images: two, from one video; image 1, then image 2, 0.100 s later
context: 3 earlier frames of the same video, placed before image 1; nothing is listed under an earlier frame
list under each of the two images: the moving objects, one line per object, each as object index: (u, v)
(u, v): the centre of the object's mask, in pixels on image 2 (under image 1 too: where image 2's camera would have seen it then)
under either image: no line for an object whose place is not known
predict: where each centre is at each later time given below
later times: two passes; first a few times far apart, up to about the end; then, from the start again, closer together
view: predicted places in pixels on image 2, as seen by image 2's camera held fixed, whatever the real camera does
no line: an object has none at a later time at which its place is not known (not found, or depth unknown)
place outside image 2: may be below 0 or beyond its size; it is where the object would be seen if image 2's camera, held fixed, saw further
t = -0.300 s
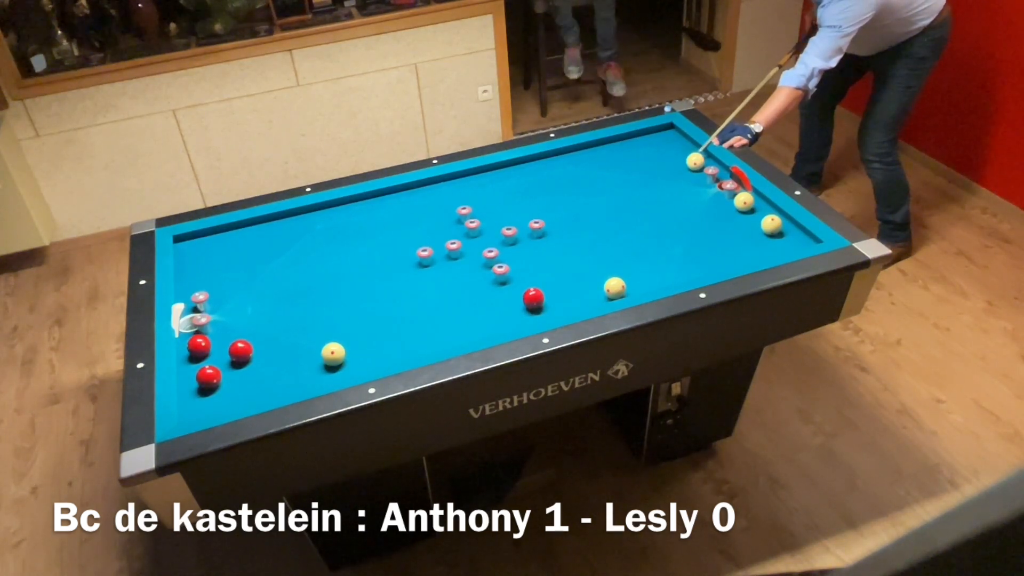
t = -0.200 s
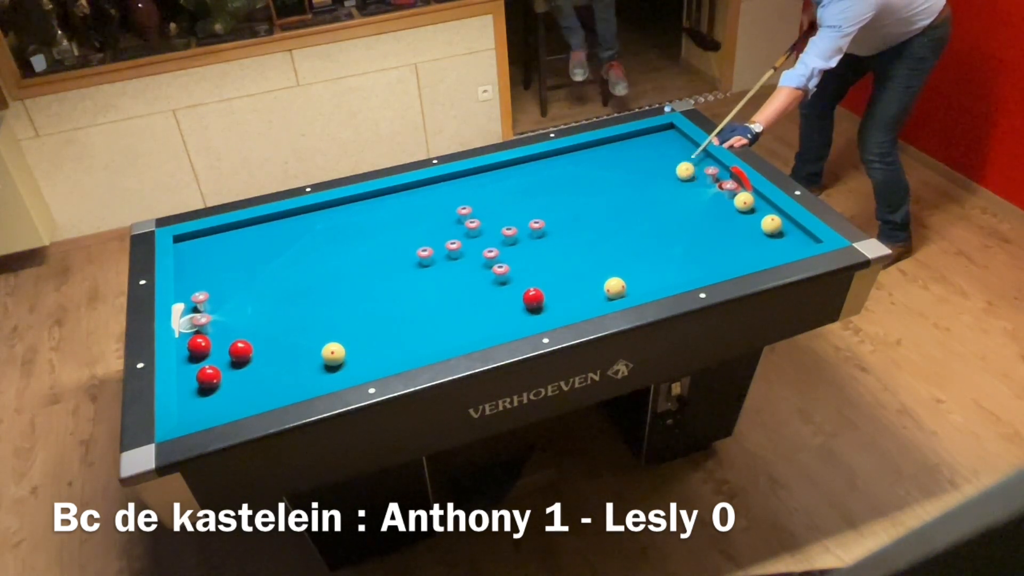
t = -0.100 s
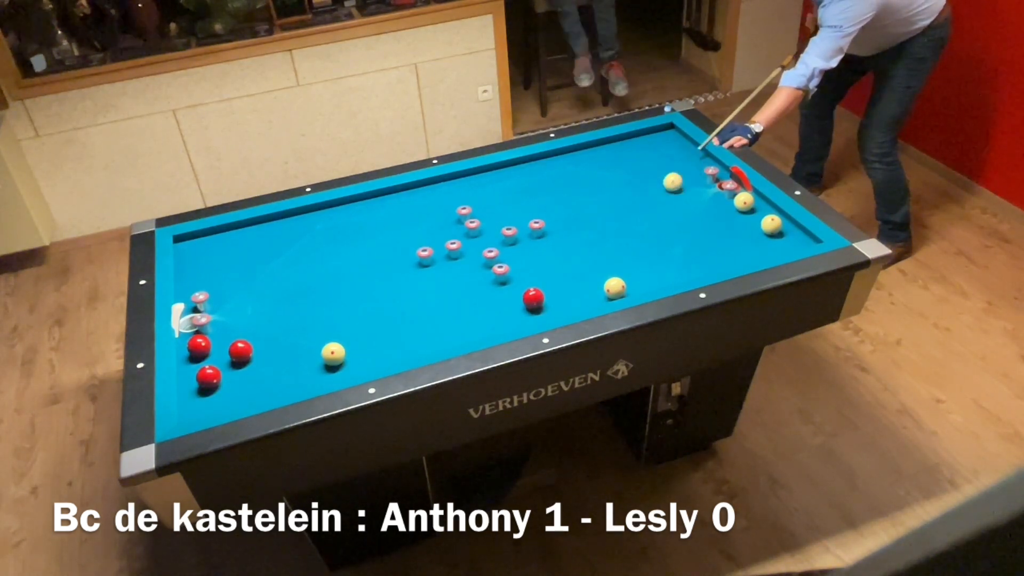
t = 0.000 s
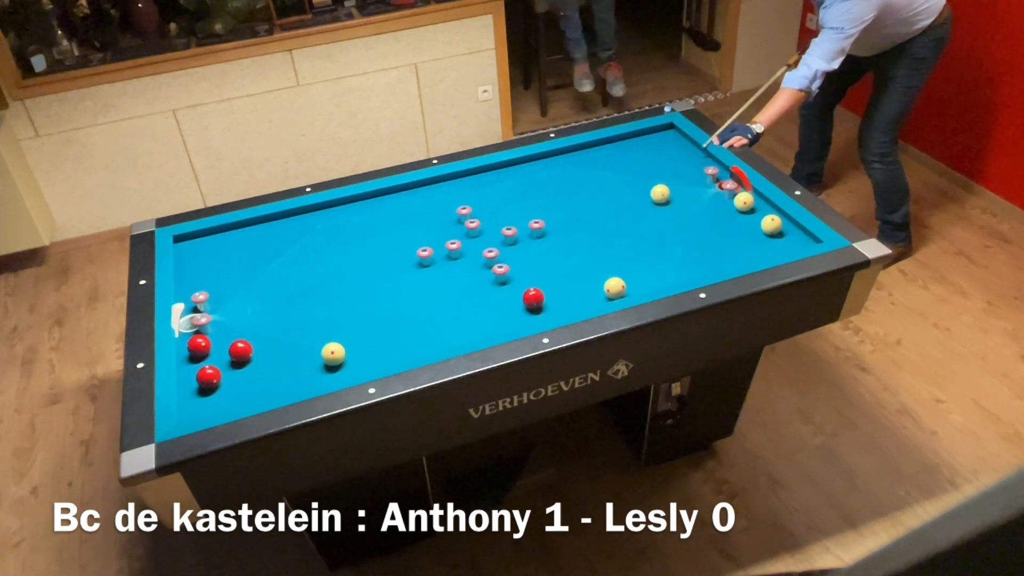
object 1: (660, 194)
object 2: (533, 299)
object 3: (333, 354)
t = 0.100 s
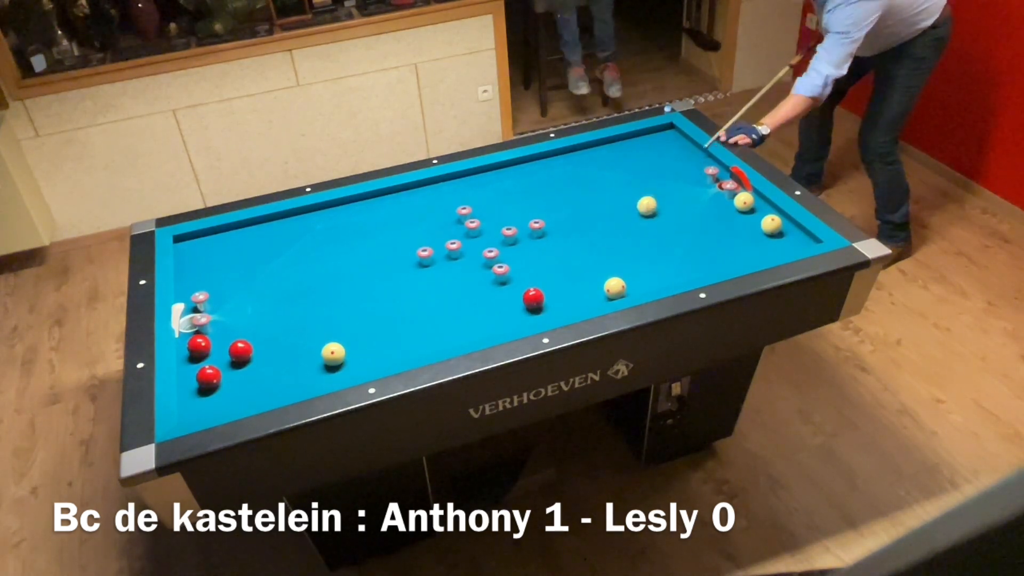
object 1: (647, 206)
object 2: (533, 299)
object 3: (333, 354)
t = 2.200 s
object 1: (460, 281)
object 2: (299, 381)
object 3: (333, 354)
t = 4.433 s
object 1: (360, 250)
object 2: (285, 372)
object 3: (333, 354)
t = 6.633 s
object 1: (326, 242)
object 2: (311, 363)
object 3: (346, 349)
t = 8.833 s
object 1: (327, 242)
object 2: (311, 363)
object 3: (346, 349)
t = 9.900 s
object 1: (326, 242)
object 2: (311, 363)
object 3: (346, 349)
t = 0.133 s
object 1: (643, 210)
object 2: (533, 299)
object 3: (333, 354)
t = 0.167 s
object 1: (638, 214)
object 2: (533, 299)
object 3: (333, 354)
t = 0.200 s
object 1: (633, 219)
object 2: (533, 299)
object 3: (333, 354)
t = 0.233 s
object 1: (629, 223)
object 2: (533, 299)
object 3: (333, 354)
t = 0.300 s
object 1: (619, 232)
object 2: (533, 299)
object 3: (333, 354)
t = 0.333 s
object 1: (614, 236)
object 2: (533, 299)
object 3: (333, 354)
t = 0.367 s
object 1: (610, 240)
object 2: (533, 299)
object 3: (333, 354)
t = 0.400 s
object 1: (605, 245)
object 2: (533, 299)
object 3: (333, 354)
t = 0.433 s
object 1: (600, 250)
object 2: (533, 299)
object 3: (333, 354)
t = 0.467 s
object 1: (595, 254)
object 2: (533, 299)
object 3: (333, 354)
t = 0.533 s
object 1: (584, 264)
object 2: (533, 299)
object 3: (333, 354)
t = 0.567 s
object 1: (579, 269)
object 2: (533, 299)
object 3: (333, 354)
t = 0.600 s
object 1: (574, 273)
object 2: (533, 299)
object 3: (333, 354)
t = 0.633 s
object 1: (569, 279)
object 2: (533, 299)
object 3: (333, 354)
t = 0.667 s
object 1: (563, 283)
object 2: (533, 299)
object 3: (333, 354)
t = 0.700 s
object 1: (558, 289)
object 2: (533, 299)
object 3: (333, 354)
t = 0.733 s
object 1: (554, 293)
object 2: (532, 300)
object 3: (333, 354)
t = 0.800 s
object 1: (556, 299)
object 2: (519, 304)
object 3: (333, 354)
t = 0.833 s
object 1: (556, 301)
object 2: (513, 306)
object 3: (333, 354)
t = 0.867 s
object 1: (556, 305)
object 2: (508, 308)
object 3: (333, 354)
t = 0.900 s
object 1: (556, 306)
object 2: (503, 310)
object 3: (333, 354)
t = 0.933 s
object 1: (555, 308)
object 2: (498, 312)
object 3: (333, 354)
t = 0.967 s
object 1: (554, 309)
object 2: (493, 314)
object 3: (333, 354)
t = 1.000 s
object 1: (551, 309)
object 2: (488, 316)
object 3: (333, 354)
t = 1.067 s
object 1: (545, 308)
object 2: (477, 320)
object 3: (333, 354)
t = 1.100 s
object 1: (543, 308)
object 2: (472, 321)
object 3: (333, 354)
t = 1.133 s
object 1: (540, 308)
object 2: (467, 324)
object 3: (333, 354)
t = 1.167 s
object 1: (537, 306)
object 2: (462, 326)
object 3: (333, 354)
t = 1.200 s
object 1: (534, 305)
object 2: (457, 327)
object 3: (333, 354)
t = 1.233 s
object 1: (531, 304)
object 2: (451, 330)
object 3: (333, 354)
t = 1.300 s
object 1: (526, 302)
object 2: (441, 333)
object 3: (333, 354)
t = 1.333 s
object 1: (523, 302)
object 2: (436, 335)
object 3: (333, 354)
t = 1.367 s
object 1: (520, 301)
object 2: (431, 337)
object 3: (333, 354)
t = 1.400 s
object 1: (518, 300)
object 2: (425, 339)
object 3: (333, 354)
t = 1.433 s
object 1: (515, 299)
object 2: (420, 341)
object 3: (333, 354)
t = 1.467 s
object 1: (512, 298)
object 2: (415, 342)
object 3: (333, 354)
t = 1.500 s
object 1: (510, 297)
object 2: (410, 344)
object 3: (333, 354)
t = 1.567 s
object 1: (505, 296)
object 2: (399, 348)
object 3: (333, 354)
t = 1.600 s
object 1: (502, 295)
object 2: (394, 350)
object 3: (333, 354)
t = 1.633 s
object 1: (499, 294)
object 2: (388, 352)
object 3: (333, 354)
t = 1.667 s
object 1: (497, 293)
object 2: (383, 354)
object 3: (333, 354)
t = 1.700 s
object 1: (494, 292)
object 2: (378, 356)
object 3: (333, 354)
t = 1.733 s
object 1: (492, 291)
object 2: (372, 358)
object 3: (333, 354)
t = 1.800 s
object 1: (487, 290)
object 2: (362, 361)
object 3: (333, 354)
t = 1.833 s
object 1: (485, 289)
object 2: (357, 363)
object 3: (333, 354)
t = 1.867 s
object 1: (482, 288)
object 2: (351, 365)
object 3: (333, 354)
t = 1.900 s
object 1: (480, 288)
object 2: (346, 367)
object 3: (333, 353)
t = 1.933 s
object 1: (478, 287)
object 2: (340, 368)
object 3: (333, 353)
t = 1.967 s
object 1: (475, 286)
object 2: (335, 370)
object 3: (333, 352)
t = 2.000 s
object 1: (473, 285)
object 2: (330, 372)
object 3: (333, 353)
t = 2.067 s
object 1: (469, 284)
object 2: (319, 376)
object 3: (333, 354)
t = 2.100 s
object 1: (467, 283)
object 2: (314, 377)
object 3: (333, 354)
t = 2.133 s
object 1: (464, 282)
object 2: (309, 378)
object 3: (333, 354)
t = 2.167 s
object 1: (462, 282)
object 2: (304, 379)
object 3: (333, 354)
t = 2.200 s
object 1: (460, 281)
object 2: (299, 381)
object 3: (333, 354)
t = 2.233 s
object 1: (458, 280)
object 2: (294, 382)
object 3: (333, 354)
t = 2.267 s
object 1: (456, 279)
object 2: (289, 383)
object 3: (333, 354)
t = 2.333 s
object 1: (452, 278)
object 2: (279, 385)
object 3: (333, 354)
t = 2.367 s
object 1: (450, 278)
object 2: (274, 386)
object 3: (333, 354)
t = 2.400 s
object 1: (448, 277)
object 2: (269, 387)
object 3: (333, 354)
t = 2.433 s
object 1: (446, 276)
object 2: (264, 389)
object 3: (333, 354)
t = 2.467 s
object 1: (444, 276)
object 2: (259, 390)
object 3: (333, 354)
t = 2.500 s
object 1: (442, 275)
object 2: (255, 391)
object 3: (333, 354)
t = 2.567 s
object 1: (438, 274)
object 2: (245, 394)
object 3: (333, 354)
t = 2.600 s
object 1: (436, 273)
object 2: (240, 395)
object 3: (333, 354)
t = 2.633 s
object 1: (434, 273)
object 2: (235, 396)
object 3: (333, 354)
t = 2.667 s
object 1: (433, 272)
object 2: (230, 396)
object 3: (333, 354)
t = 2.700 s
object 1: (431, 271)
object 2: (225, 398)
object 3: (333, 354)
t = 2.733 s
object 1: (429, 271)
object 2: (221, 399)
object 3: (333, 354)
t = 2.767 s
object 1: (427, 270)
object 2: (216, 401)
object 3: (333, 354)
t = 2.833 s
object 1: (424, 269)
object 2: (206, 402)
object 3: (333, 354)
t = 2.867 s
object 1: (422, 268)
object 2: (202, 403)
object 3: (333, 354)
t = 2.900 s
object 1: (420, 268)
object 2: (197, 405)
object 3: (333, 354)
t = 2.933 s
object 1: (419, 267)
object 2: (193, 405)
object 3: (333, 354)
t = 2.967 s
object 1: (417, 267)
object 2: (193, 405)
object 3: (333, 354)
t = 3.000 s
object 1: (415, 267)
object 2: (196, 404)
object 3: (333, 354)
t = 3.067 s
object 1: (412, 266)
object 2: (201, 401)
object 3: (333, 354)
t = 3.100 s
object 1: (411, 265)
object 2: (204, 402)
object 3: (333, 354)
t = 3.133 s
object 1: (409, 265)
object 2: (206, 400)
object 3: (333, 354)
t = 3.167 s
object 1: (408, 264)
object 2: (209, 399)
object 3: (333, 354)
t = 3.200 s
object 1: (406, 264)
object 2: (211, 398)
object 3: (333, 354)
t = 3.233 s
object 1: (404, 263)
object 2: (214, 397)
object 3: (333, 354)
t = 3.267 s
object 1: (403, 263)
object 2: (216, 396)
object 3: (333, 354)
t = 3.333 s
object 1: (400, 262)
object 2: (221, 395)
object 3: (333, 354)
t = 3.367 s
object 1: (399, 261)
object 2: (223, 394)
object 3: (333, 354)
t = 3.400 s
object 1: (397, 261)
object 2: (226, 394)
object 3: (333, 354)
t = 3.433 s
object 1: (396, 260)
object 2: (228, 392)
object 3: (333, 354)
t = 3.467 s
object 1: (394, 260)
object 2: (230, 392)
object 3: (333, 354)
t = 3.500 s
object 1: (393, 259)
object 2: (233, 391)
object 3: (333, 354)
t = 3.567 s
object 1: (390, 259)
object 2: (237, 389)
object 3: (333, 354)
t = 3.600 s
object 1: (389, 258)
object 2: (239, 388)
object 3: (333, 354)
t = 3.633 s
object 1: (388, 258)
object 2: (241, 388)
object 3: (333, 354)
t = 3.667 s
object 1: (386, 257)
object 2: (243, 387)
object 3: (333, 354)
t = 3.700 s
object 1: (385, 257)
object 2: (245, 386)
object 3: (333, 354)
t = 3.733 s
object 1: (383, 257)
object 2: (248, 385)
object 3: (333, 354)
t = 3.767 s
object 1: (382, 256)
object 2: (250, 384)
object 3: (333, 354)
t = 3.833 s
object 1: (380, 256)
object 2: (253, 383)
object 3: (333, 354)
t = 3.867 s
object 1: (379, 255)
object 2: (256, 383)
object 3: (333, 354)
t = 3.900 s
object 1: (377, 255)
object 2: (257, 382)
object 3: (333, 354)
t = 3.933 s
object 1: (376, 255)
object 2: (259, 381)
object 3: (333, 354)
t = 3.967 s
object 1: (375, 254)
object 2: (261, 380)
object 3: (333, 354)
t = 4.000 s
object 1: (374, 254)
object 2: (263, 379)
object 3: (333, 354)
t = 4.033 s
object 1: (373, 254)
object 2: (265, 379)
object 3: (333, 354)
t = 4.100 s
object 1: (370, 253)
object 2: (268, 378)
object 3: (333, 354)
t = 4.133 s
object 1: (369, 253)
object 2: (270, 377)
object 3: (333, 354)
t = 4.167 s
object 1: (368, 252)
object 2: (272, 376)
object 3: (333, 354)
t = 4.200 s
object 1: (367, 252)
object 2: (274, 375)
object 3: (333, 354)
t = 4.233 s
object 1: (366, 252)
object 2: (275, 375)
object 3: (333, 354)
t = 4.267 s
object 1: (365, 251)
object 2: (277, 375)
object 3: (333, 354)
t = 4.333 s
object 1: (363, 251)
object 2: (280, 373)
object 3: (333, 354)
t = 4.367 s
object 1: (362, 251)
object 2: (282, 373)
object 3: (333, 354)
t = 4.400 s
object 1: (361, 251)
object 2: (284, 372)
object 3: (333, 354)
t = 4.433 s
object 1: (360, 250)
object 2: (285, 372)
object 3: (333, 354)
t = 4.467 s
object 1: (359, 250)
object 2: (287, 371)
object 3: (333, 354)
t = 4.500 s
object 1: (358, 250)
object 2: (288, 371)
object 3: (333, 354)
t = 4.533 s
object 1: (357, 250)
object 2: (290, 370)
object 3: (333, 354)
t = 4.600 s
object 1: (355, 249)
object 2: (292, 370)
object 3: (333, 354)
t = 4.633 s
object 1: (354, 249)
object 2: (294, 369)
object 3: (333, 354)
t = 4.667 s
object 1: (354, 249)
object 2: (295, 368)
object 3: (333, 354)
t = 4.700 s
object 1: (353, 248)
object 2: (297, 368)
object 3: (333, 354)
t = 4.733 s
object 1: (352, 248)
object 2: (298, 367)
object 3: (333, 354)
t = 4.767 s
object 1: (351, 248)
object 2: (299, 367)
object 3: (333, 354)
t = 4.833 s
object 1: (349, 248)
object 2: (302, 366)
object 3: (333, 354)
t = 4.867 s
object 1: (349, 247)
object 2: (303, 365)
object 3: (333, 354)
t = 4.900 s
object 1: (348, 247)
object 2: (304, 365)
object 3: (333, 354)
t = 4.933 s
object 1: (347, 247)
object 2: (306, 364)
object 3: (333, 354)
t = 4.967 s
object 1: (346, 247)
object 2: (307, 364)
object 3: (333, 354)
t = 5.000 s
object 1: (345, 247)
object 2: (308, 364)
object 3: (333, 354)
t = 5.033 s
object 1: (345, 246)
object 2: (309, 363)
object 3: (333, 354)
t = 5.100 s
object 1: (344, 246)
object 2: (311, 363)
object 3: (334, 354)
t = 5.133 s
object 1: (343, 246)
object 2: (311, 363)
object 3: (335, 353)
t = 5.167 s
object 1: (342, 245)
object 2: (311, 363)
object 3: (335, 353)
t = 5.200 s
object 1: (342, 245)
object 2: (311, 363)
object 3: (336, 353)
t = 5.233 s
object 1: (341, 245)
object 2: (311, 363)
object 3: (336, 353)
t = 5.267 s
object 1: (340, 245)
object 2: (311, 363)
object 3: (337, 353)
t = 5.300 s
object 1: (340, 245)
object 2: (311, 363)
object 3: (337, 352)
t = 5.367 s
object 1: (339, 245)
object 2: (311, 363)
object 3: (339, 352)
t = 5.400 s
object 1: (338, 244)
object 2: (311, 363)
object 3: (339, 352)
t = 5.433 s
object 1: (337, 244)
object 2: (311, 363)
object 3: (340, 352)
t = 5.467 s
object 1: (337, 244)
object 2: (311, 363)
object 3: (340, 351)
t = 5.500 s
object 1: (336, 244)
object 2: (311, 363)
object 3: (340, 351)
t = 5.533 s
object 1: (336, 244)
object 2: (311, 363)
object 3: (341, 351)
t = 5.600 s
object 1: (335, 244)
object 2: (311, 363)
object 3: (342, 351)
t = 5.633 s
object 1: (334, 244)
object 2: (311, 363)
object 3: (342, 351)
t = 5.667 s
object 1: (334, 243)
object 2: (311, 363)
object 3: (342, 350)
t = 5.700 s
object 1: (333, 244)
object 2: (311, 363)
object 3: (343, 350)
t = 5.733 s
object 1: (333, 243)
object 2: (311, 363)
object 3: (343, 350)
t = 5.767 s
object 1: (333, 243)
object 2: (311, 363)
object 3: (343, 350)
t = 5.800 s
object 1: (332, 243)
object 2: (311, 363)
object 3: (344, 350)
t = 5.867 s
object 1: (331, 243)
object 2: (311, 363)
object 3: (344, 350)
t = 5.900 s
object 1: (331, 243)
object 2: (311, 363)
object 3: (345, 350)
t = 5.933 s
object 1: (331, 243)
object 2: (311, 363)
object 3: (345, 350)
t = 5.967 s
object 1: (330, 243)
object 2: (311, 363)
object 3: (345, 350)
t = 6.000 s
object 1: (330, 243)
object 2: (311, 363)
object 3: (345, 349)
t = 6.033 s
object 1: (330, 243)
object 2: (311, 363)
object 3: (345, 349)
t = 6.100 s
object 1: (329, 243)
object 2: (311, 363)
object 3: (346, 349)
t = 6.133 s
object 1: (329, 243)
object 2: (311, 363)
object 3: (346, 349)
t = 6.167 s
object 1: (328, 243)
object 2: (311, 363)
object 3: (346, 349)
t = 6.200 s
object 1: (328, 243)
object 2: (311, 363)
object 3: (346, 349)
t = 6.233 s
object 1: (328, 243)
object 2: (311, 363)
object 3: (346, 349)
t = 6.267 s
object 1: (328, 243)
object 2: (311, 363)
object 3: (346, 349)
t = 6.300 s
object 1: (327, 243)
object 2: (311, 363)
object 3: (346, 349)
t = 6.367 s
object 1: (327, 243)
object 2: (311, 363)
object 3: (346, 349)
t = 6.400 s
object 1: (327, 243)
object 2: (311, 363)
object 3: (346, 349)
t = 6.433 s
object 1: (327, 243)
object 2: (311, 363)
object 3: (346, 349)
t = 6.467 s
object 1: (326, 243)
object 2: (311, 363)
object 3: (346, 349)
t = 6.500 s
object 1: (326, 243)
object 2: (311, 363)
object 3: (346, 349)
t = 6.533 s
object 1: (326, 243)
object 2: (311, 363)
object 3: (346, 349)
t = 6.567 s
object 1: (326, 243)
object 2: (311, 363)
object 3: (346, 349)
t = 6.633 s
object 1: (326, 242)
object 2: (311, 363)
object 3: (346, 349)
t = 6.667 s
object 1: (326, 242)
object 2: (311, 363)
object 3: (346, 349)
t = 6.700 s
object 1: (326, 242)
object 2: (311, 363)
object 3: (346, 349)
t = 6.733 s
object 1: (326, 242)
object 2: (311, 363)
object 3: (346, 349)
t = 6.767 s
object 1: (326, 242)
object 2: (311, 363)
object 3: (346, 349)
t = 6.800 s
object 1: (326, 242)
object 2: (311, 363)
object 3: (346, 349)
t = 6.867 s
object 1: (326, 242)
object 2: (311, 363)
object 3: (346, 349)
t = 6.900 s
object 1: (326, 242)
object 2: (311, 363)
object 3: (346, 349)
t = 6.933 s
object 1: (326, 242)
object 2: (311, 363)
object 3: (346, 349)
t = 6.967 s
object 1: (326, 242)
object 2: (311, 363)
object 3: (346, 349)
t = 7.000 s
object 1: (327, 242)
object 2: (311, 363)
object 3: (346, 349)
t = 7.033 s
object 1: (326, 242)
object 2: (311, 363)
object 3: (346, 349)
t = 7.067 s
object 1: (327, 242)
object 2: (311, 363)
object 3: (346, 349)
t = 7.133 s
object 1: (327, 242)
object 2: (311, 363)
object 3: (346, 349)
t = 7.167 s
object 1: (326, 242)
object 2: (311, 363)
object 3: (346, 349)
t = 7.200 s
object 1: (326, 242)
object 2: (311, 363)
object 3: (346, 349)
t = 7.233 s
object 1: (326, 242)
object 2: (311, 363)
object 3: (346, 349)
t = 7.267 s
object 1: (326, 242)
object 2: (311, 363)
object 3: (346, 349)
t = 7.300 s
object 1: (326, 242)
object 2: (311, 363)
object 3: (346, 349)
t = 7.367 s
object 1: (327, 242)
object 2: (311, 363)
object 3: (346, 349)
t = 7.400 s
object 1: (326, 242)
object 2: (311, 363)
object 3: (346, 349)
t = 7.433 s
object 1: (327, 242)
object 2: (311, 363)
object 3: (346, 349)
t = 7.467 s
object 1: (326, 242)
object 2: (311, 363)
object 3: (346, 349)
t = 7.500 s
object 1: (327, 242)
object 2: (311, 363)
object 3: (346, 349)
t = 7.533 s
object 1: (326, 242)
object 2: (311, 363)
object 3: (346, 349)
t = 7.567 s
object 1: (326, 242)
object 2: (311, 363)
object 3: (346, 349)
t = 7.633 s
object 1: (327, 242)
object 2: (311, 363)
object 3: (346, 349)
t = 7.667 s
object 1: (326, 242)
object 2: (311, 363)
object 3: (346, 349)
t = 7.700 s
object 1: (326, 242)
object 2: (311, 363)
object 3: (346, 349)
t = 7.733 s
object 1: (326, 242)
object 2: (311, 363)
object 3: (346, 349)
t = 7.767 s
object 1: (327, 242)
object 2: (311, 363)
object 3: (346, 349)
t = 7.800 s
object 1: (327, 242)
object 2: (311, 363)
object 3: (346, 349)
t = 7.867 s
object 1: (327, 242)
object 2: (311, 363)
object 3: (346, 349)
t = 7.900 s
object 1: (327, 242)
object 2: (311, 363)
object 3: (346, 349)
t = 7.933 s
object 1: (327, 242)
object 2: (311, 363)
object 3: (346, 349)
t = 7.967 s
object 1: (327, 242)
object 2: (311, 363)
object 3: (346, 349)
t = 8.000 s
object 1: (327, 242)
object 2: (311, 363)
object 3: (346, 349)
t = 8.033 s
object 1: (326, 242)
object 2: (311, 363)
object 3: (346, 349)
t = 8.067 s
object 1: (327, 242)
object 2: (311, 363)
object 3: (346, 349)
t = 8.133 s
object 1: (327, 242)
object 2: (311, 363)
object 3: (346, 349)
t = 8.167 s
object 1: (327, 242)
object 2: (311, 363)
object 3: (346, 349)
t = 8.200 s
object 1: (327, 242)
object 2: (311, 363)
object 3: (346, 349)
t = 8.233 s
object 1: (327, 242)
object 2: (311, 363)
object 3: (346, 349)
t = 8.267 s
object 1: (327, 242)
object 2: (311, 363)
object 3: (346, 349)
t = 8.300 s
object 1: (327, 242)
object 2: (311, 363)
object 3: (346, 349)
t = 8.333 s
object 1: (327, 242)
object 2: (311, 363)
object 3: (346, 349)
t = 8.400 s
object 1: (327, 242)
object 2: (311, 363)
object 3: (346, 349)
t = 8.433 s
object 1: (327, 242)
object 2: (311, 363)
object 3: (346, 349)
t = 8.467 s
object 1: (327, 242)
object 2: (311, 363)
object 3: (346, 349)
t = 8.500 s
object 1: (327, 242)
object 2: (311, 363)
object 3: (346, 349)
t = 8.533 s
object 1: (327, 242)
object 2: (311, 363)
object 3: (346, 349)
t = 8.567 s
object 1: (327, 242)
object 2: (311, 363)
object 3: (346, 349)
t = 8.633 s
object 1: (327, 242)
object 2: (311, 363)
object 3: (346, 349)
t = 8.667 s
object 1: (327, 242)
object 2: (311, 363)
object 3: (346, 349)
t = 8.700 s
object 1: (327, 242)
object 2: (311, 363)
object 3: (346, 349)
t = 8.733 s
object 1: (327, 242)
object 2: (311, 363)
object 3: (346, 349)
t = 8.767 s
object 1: (327, 242)
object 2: (311, 363)
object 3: (346, 349)
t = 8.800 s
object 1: (327, 242)
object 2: (311, 363)
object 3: (346, 349)
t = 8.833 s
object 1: (327, 242)
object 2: (311, 363)
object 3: (346, 349)
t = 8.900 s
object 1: (327, 242)
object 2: (311, 363)
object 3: (346, 349)
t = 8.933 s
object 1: (327, 242)
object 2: (311, 363)
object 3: (346, 349)
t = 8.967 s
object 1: (327, 242)
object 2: (311, 363)
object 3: (346, 349)
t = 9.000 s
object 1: (327, 242)
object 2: (311, 363)
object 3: (346, 349)
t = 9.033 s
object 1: (327, 242)
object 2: (311, 363)
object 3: (346, 349)
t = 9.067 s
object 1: (327, 242)
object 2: (311, 363)
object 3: (346, 349)
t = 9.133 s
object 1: (327, 242)
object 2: (311, 363)
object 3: (346, 349)
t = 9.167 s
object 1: (327, 242)
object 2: (311, 363)
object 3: (346, 349)
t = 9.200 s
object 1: (327, 242)
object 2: (311, 363)
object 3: (346, 349)
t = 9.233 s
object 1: (327, 242)
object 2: (311, 363)
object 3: (346, 349)
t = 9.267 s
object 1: (327, 242)
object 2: (311, 363)
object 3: (346, 349)
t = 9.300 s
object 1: (327, 242)
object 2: (311, 363)
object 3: (346, 349)
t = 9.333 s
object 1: (327, 242)
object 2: (311, 363)
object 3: (346, 349)
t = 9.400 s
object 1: (327, 242)
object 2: (311, 363)
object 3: (346, 349)
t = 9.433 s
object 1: (327, 242)
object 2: (311, 363)
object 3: (346, 349)
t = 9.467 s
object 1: (327, 242)
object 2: (311, 363)
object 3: (346, 349)
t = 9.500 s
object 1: (327, 242)
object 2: (311, 363)
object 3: (346, 349)
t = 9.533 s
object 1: (327, 242)
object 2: (311, 363)
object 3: (346, 349)
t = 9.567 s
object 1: (327, 242)
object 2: (311, 363)
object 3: (346, 349)
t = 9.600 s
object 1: (327, 242)
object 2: (311, 363)
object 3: (346, 349)
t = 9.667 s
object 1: (327, 242)
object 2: (311, 363)
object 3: (346, 349)
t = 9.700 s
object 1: (327, 242)
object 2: (311, 363)
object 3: (346, 349)
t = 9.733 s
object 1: (327, 242)
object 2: (311, 363)
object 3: (346, 349)
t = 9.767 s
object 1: (327, 242)
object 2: (311, 362)
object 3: (346, 349)
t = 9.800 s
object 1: (327, 242)
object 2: (311, 363)
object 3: (346, 349)
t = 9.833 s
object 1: (327, 242)
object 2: (311, 363)
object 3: (346, 349)
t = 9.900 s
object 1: (326, 242)
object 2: (311, 363)
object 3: (346, 349)
